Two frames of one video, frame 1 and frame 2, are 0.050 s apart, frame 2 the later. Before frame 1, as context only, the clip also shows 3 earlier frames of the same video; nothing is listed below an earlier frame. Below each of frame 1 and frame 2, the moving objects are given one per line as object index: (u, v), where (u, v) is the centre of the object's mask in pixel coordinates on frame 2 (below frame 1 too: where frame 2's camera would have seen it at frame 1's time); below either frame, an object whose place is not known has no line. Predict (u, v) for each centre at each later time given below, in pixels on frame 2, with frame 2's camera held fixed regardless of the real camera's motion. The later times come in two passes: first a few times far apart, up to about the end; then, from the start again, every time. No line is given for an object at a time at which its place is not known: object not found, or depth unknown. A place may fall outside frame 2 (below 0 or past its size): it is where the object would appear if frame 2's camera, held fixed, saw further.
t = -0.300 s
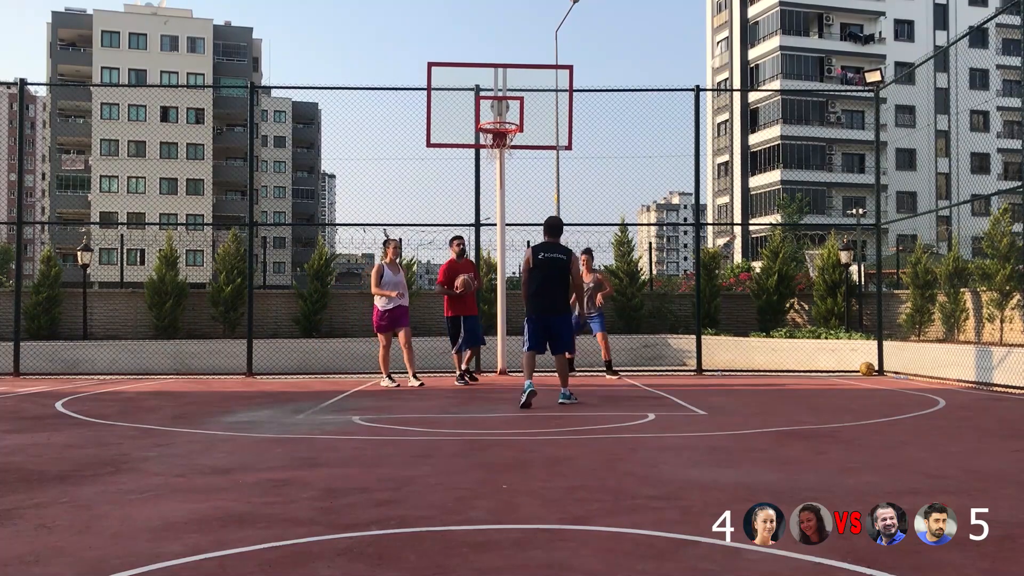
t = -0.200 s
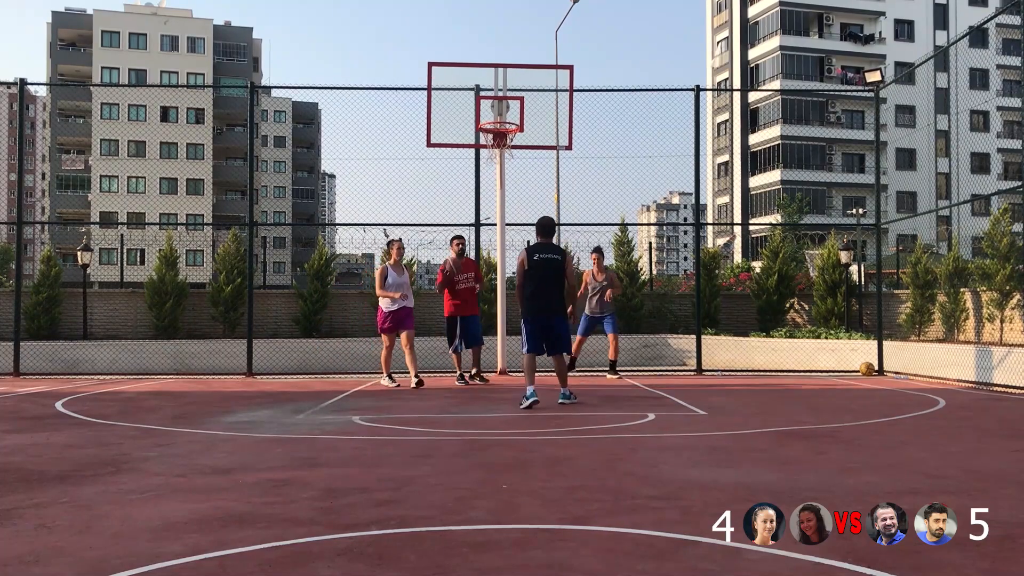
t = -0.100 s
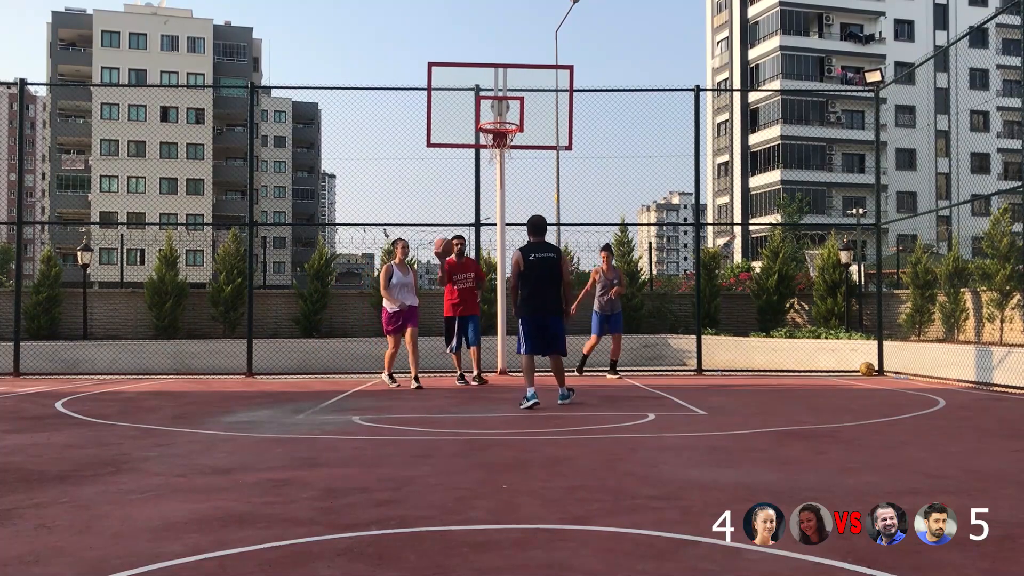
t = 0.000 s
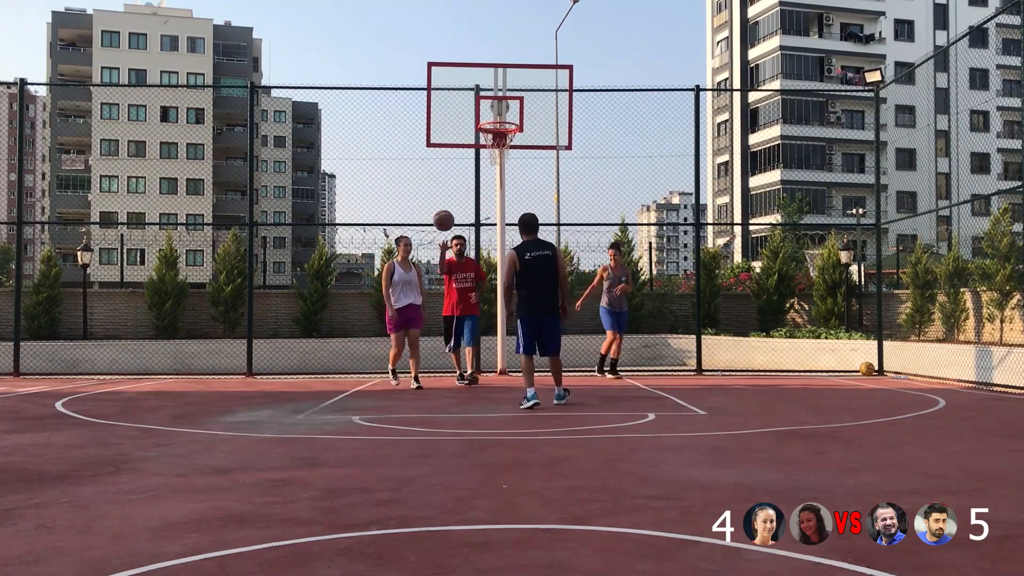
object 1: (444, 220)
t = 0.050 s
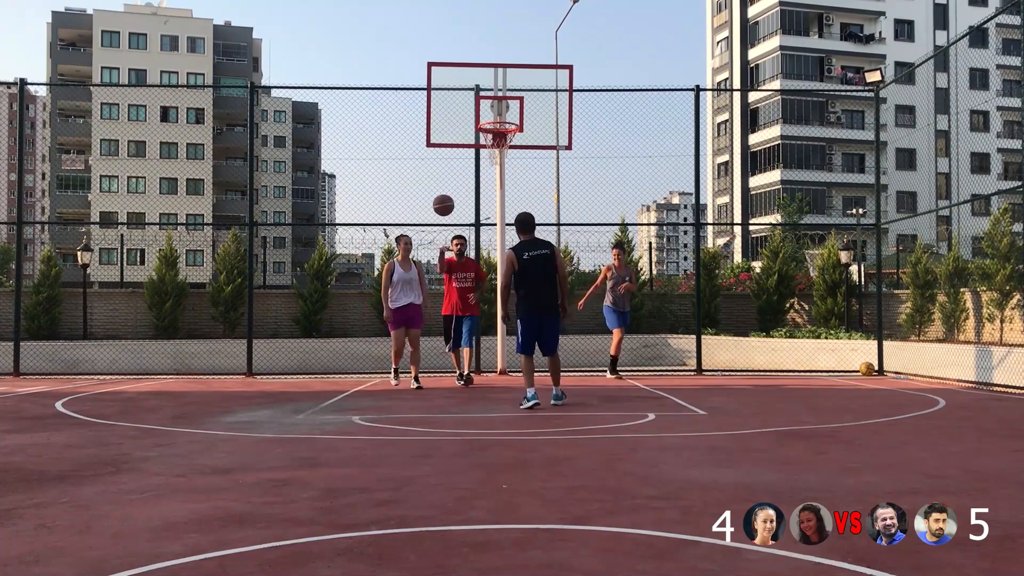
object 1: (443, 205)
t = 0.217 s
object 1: (442, 167)
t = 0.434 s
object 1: (440, 153)
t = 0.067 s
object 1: (443, 200)
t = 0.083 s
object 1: (443, 196)
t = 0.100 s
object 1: (443, 192)
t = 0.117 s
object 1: (443, 187)
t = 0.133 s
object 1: (443, 183)
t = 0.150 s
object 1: (443, 180)
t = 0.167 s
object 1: (443, 176)
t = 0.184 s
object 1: (442, 173)
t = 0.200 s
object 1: (442, 170)
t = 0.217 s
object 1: (442, 167)
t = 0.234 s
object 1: (442, 164)
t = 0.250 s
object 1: (442, 162)
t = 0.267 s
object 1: (442, 160)
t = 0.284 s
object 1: (442, 158)
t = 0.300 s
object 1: (441, 156)
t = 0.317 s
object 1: (441, 155)
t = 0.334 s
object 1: (441, 154)
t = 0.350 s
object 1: (441, 153)
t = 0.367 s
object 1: (440, 152)
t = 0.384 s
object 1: (440, 152)
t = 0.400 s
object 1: (440, 152)
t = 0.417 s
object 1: (440, 152)
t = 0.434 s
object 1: (440, 153)
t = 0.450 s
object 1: (439, 153)
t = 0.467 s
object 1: (439, 155)
